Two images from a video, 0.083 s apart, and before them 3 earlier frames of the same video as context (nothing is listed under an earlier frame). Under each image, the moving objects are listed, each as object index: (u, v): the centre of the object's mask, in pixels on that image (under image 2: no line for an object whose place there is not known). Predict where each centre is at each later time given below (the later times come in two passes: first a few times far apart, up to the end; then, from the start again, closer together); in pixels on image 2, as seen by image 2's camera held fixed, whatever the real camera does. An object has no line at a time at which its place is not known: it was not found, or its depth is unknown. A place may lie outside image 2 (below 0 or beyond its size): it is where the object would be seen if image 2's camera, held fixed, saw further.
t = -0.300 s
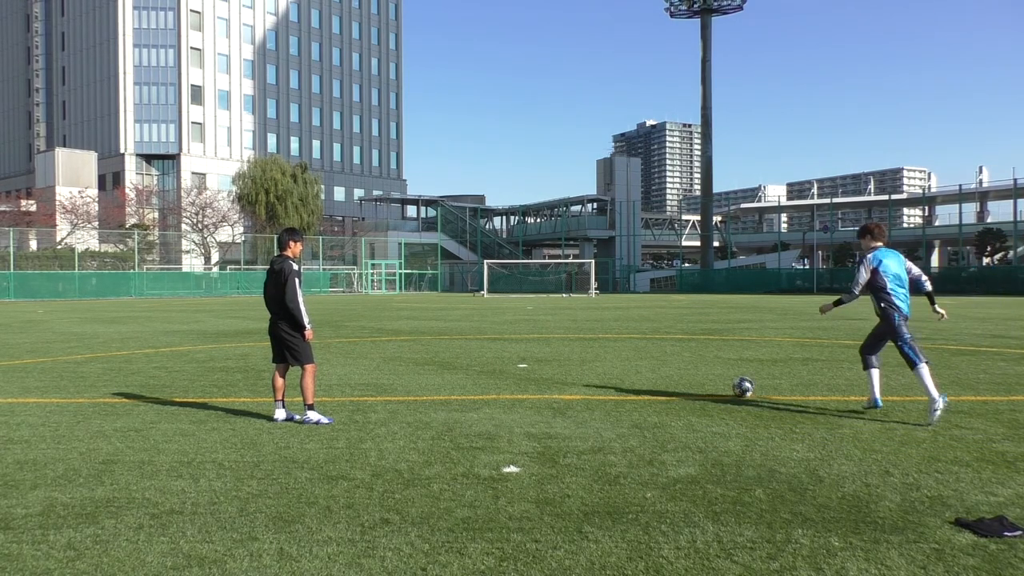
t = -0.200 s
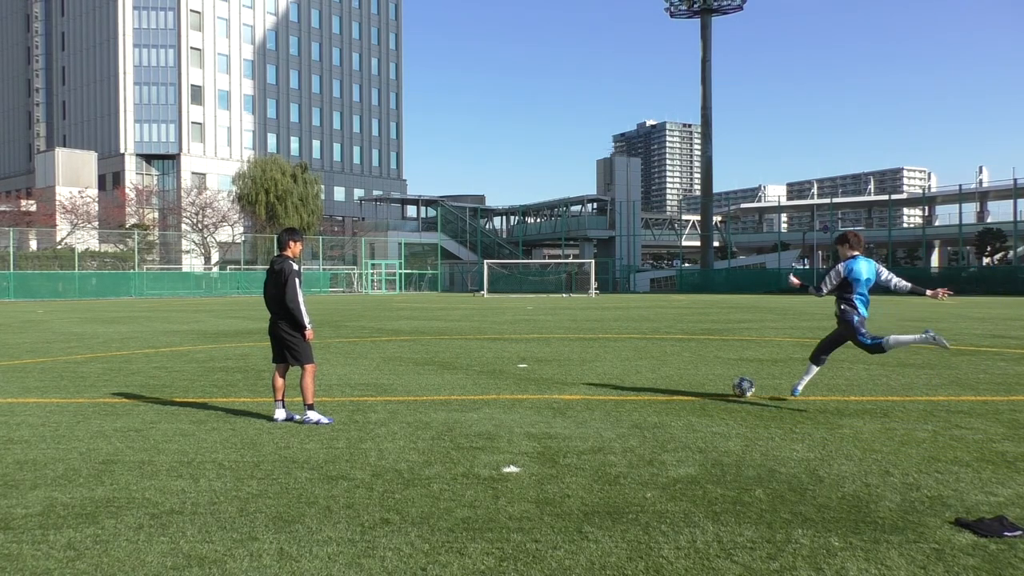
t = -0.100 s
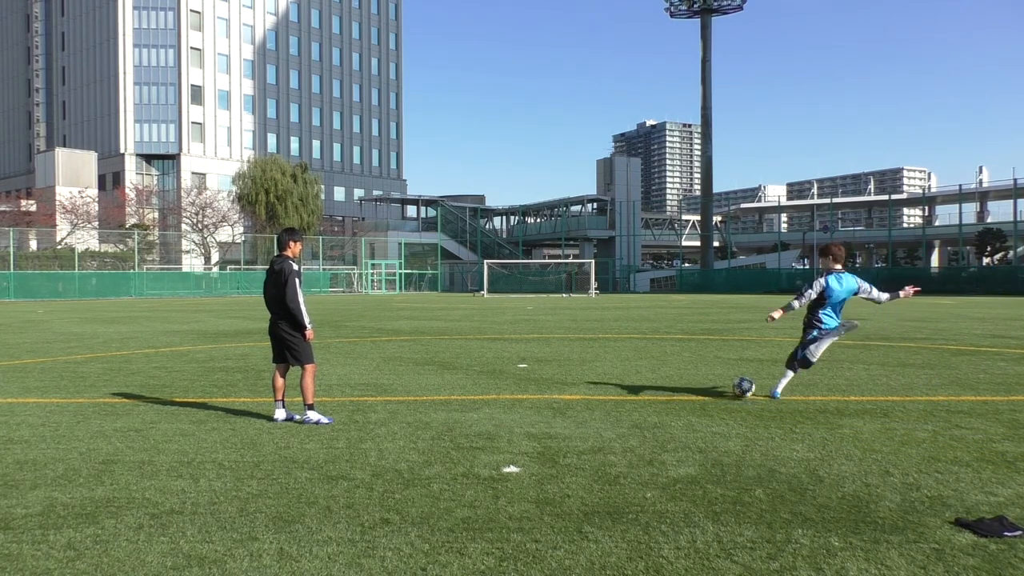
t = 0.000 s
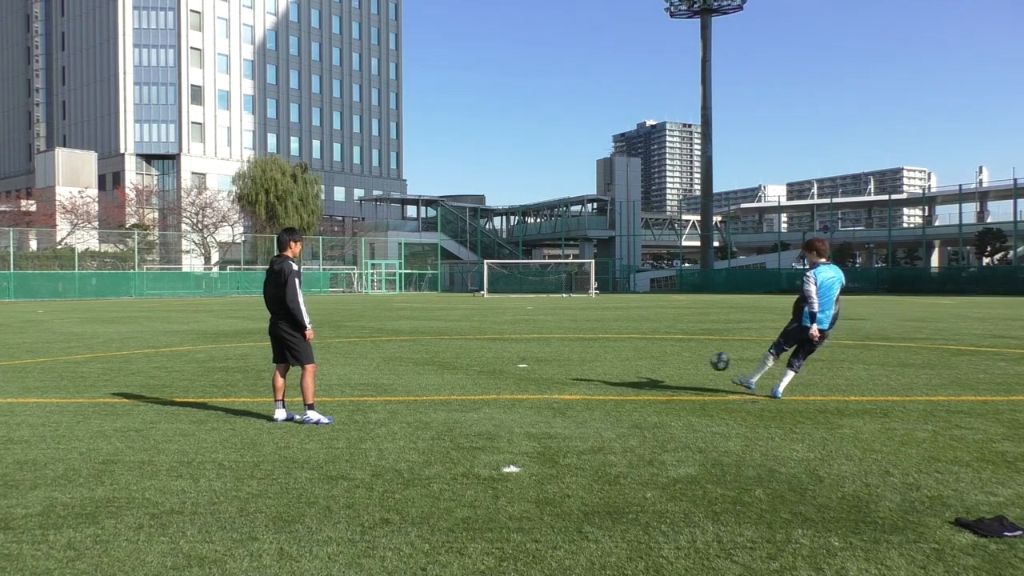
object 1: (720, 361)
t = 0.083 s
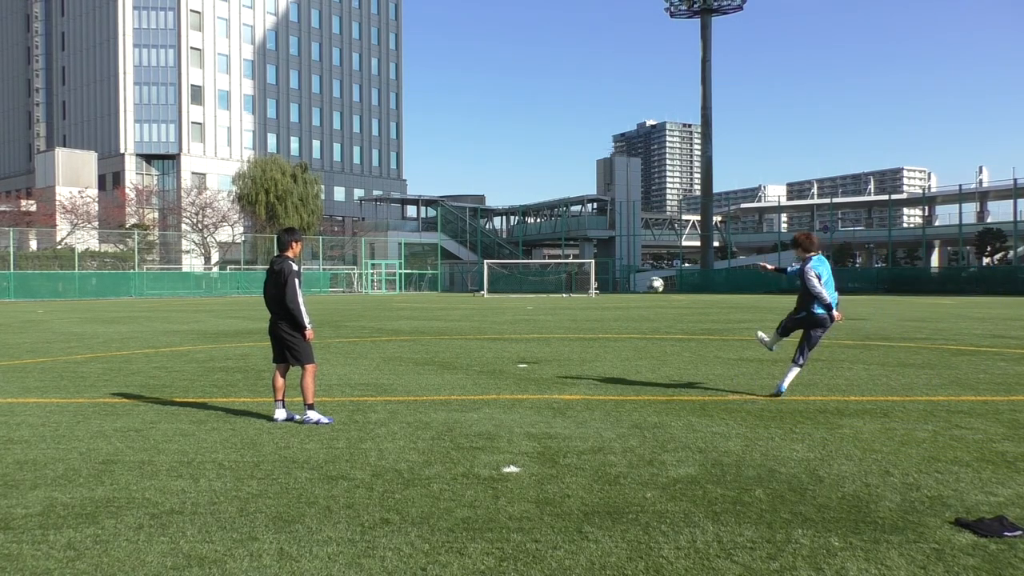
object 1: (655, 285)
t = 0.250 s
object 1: (575, 195)
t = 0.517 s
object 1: (508, 127)
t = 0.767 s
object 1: (471, 100)
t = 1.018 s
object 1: (445, 91)
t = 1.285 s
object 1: (424, 96)
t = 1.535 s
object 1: (408, 109)
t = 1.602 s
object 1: (404, 115)
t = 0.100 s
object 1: (645, 273)
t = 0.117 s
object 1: (635, 261)
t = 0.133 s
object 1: (626, 251)
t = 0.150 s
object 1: (617, 242)
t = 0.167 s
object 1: (610, 233)
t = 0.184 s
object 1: (602, 224)
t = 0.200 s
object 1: (595, 216)
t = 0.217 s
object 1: (588, 209)
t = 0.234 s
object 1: (582, 202)
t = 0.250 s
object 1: (575, 195)
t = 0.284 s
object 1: (564, 184)
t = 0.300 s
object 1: (559, 178)
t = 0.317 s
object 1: (554, 173)
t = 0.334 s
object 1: (549, 168)
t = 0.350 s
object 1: (545, 163)
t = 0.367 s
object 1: (540, 159)
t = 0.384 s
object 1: (536, 154)
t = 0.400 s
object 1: (532, 150)
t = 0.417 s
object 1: (528, 146)
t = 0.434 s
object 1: (524, 143)
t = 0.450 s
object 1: (521, 139)
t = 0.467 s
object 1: (517, 136)
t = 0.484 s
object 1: (514, 133)
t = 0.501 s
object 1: (511, 130)
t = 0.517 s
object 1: (508, 127)
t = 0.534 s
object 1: (505, 124)
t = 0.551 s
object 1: (502, 122)
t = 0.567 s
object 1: (499, 120)
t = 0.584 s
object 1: (496, 117)
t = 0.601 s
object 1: (494, 115)
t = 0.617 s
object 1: (491, 113)
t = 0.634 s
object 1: (489, 111)
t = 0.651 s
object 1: (486, 110)
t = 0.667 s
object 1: (484, 108)
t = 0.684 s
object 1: (481, 106)
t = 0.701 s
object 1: (479, 105)
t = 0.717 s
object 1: (477, 103)
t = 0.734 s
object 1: (475, 102)
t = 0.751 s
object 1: (473, 101)
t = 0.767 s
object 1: (471, 100)
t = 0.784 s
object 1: (469, 98)
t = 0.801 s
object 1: (467, 98)
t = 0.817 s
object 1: (465, 96)
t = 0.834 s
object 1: (463, 96)
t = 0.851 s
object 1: (461, 95)
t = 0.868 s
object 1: (460, 95)
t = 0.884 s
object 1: (458, 94)
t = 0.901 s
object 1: (456, 93)
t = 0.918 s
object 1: (455, 92)
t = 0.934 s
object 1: (453, 92)
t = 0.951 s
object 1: (451, 91)
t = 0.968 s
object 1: (450, 92)
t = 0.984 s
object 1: (448, 91)
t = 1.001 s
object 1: (447, 91)
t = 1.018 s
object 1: (445, 91)
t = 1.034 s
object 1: (444, 90)
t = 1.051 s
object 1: (442, 91)
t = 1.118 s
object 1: (436, 91)
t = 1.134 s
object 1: (435, 91)
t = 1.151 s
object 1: (434, 92)
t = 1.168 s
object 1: (432, 92)
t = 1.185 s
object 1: (431, 93)
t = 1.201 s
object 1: (430, 93)
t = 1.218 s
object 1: (428, 94)
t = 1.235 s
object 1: (427, 94)
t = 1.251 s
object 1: (426, 95)
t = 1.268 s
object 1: (425, 95)
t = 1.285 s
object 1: (424, 96)
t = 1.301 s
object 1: (423, 96)
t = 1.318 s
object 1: (421, 97)
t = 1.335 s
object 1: (420, 98)
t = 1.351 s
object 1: (419, 99)
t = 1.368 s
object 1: (418, 99)
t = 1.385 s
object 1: (417, 100)
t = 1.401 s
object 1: (416, 101)
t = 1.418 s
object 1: (415, 102)
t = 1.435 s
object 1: (414, 103)
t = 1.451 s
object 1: (413, 104)
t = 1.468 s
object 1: (412, 105)
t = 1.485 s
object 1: (411, 106)
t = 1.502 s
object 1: (410, 107)
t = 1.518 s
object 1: (409, 109)
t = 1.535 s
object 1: (408, 109)
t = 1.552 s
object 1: (407, 111)
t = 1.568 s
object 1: (406, 112)
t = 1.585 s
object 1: (405, 113)
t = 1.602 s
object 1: (404, 115)
